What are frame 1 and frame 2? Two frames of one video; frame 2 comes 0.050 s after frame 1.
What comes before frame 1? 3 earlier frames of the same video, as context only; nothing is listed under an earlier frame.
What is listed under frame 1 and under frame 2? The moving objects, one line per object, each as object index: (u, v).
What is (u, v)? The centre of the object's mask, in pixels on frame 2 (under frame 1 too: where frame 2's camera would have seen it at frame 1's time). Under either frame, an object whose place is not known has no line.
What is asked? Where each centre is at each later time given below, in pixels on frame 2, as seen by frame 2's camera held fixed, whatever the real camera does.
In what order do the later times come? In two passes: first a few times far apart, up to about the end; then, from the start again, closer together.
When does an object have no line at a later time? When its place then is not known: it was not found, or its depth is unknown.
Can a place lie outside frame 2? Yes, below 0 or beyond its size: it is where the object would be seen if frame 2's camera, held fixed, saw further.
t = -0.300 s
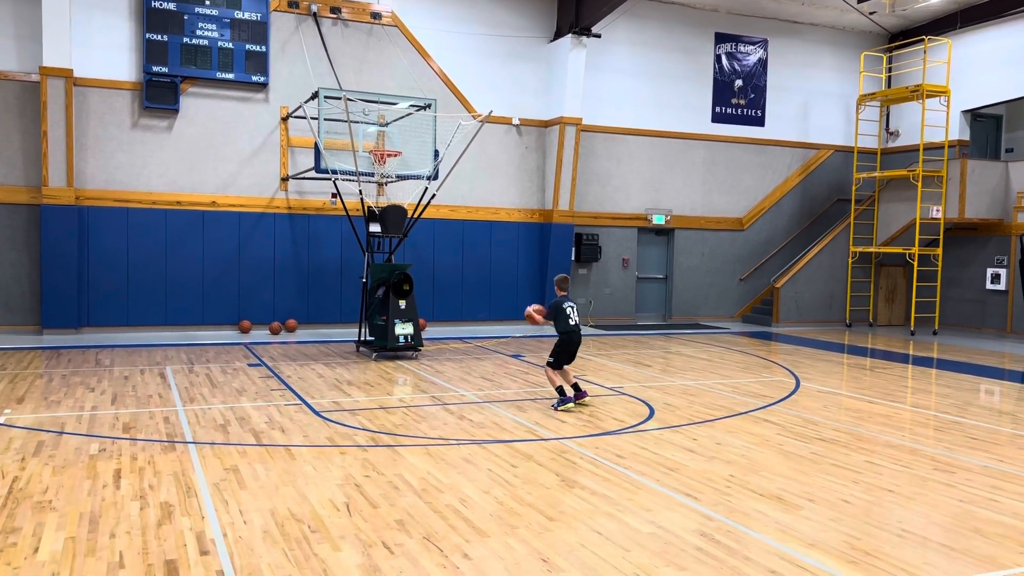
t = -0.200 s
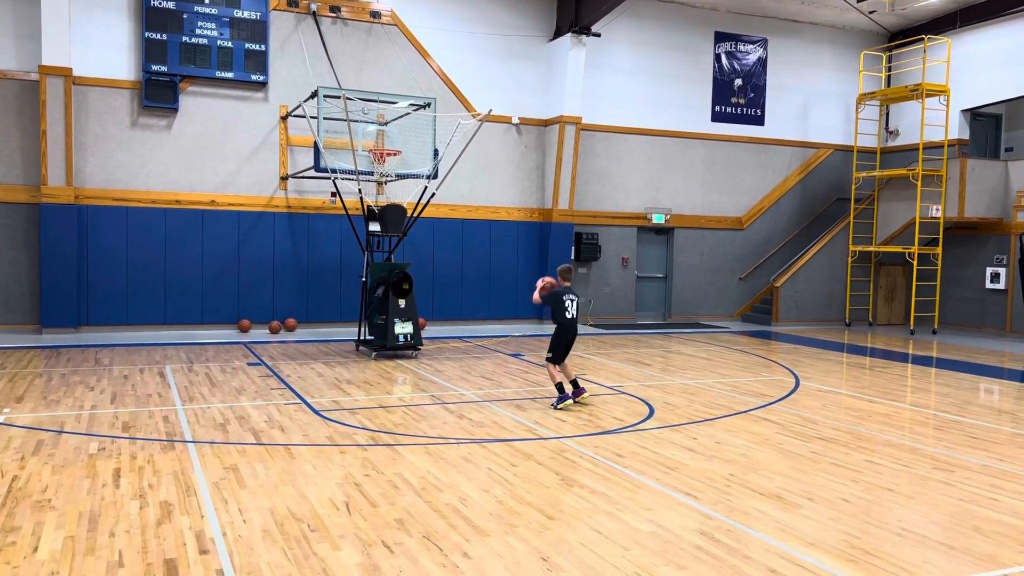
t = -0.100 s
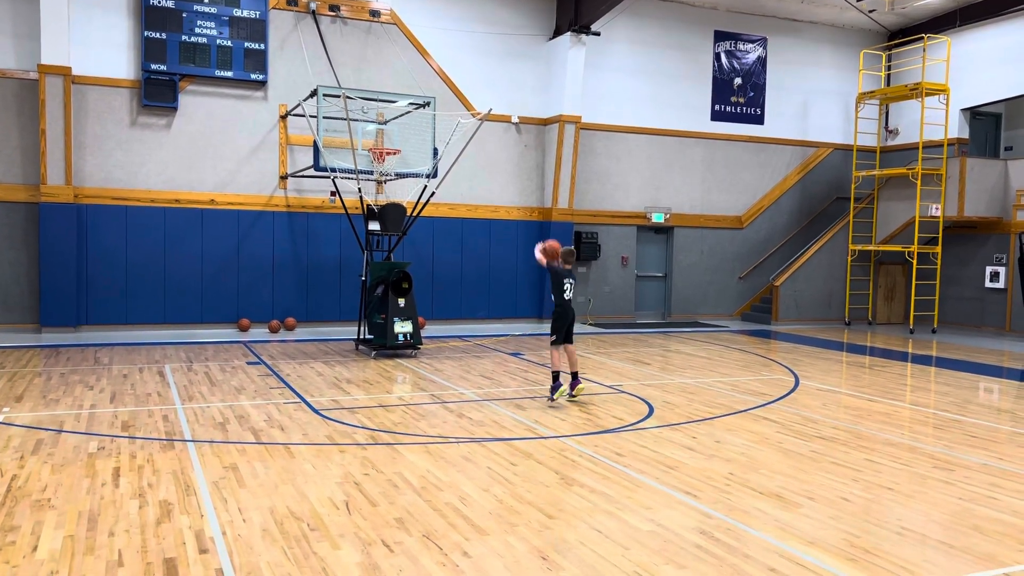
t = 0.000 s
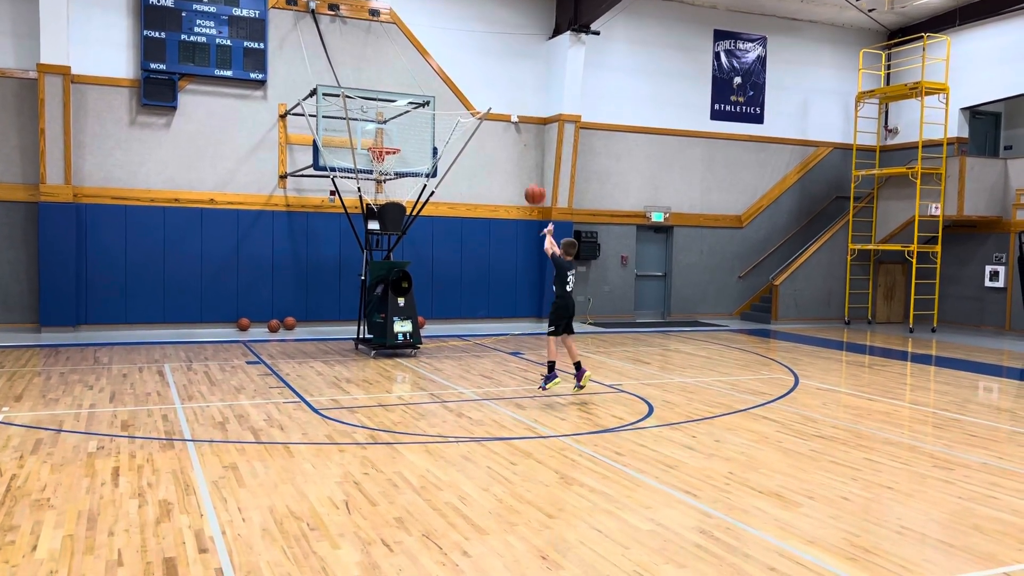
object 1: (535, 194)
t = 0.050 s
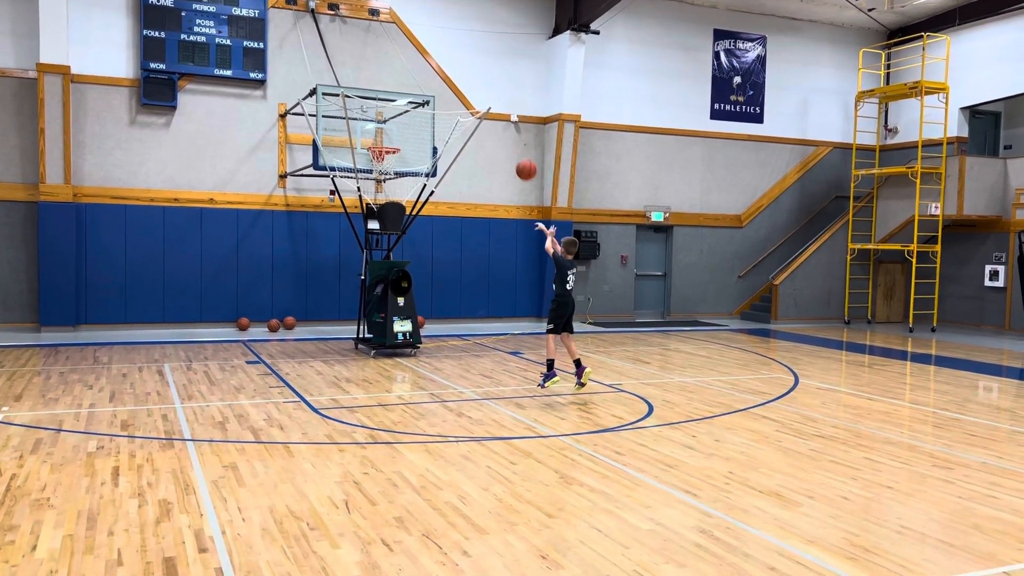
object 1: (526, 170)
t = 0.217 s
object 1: (498, 108)
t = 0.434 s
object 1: (465, 68)
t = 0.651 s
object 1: (435, 67)
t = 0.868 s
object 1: (409, 98)
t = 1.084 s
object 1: (388, 137)
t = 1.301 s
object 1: (379, 136)
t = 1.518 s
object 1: (380, 143)
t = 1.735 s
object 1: (384, 162)
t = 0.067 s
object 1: (523, 162)
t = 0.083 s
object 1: (520, 155)
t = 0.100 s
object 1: (518, 148)
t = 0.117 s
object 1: (515, 142)
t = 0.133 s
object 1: (512, 135)
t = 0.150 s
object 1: (509, 130)
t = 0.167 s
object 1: (507, 124)
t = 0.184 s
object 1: (504, 118)
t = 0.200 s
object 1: (501, 113)
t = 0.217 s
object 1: (498, 108)
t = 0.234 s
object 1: (496, 103)
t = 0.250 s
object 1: (493, 99)
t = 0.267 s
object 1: (491, 95)
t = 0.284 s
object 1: (488, 91)
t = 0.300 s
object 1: (485, 87)
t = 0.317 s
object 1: (483, 84)
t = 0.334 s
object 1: (480, 81)
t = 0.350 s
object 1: (478, 78)
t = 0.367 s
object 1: (475, 76)
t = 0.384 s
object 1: (473, 73)
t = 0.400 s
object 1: (470, 71)
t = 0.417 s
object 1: (468, 70)
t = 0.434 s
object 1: (465, 68)
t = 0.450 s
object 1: (463, 66)
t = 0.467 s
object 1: (461, 65)
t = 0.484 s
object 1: (458, 64)
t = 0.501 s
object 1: (456, 64)
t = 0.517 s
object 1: (453, 63)
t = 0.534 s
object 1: (451, 63)
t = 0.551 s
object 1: (449, 63)
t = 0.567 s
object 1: (446, 63)
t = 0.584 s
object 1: (444, 63)
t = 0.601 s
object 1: (442, 64)
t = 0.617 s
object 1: (439, 65)
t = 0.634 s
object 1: (437, 65)
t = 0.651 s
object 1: (435, 67)
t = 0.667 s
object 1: (433, 68)
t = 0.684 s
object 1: (431, 70)
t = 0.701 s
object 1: (429, 71)
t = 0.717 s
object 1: (427, 73)
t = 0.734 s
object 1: (424, 75)
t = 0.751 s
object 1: (422, 78)
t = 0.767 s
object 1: (420, 80)
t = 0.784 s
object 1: (418, 83)
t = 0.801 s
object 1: (417, 85)
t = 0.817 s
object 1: (415, 88)
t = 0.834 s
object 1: (413, 91)
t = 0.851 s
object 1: (411, 95)
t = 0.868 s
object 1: (409, 98)
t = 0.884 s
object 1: (407, 101)
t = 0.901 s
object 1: (405, 106)
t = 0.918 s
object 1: (403, 110)
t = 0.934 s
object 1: (401, 114)
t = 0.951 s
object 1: (399, 119)
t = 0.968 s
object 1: (397, 123)
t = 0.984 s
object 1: (395, 128)
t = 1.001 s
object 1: (393, 132)
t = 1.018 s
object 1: (392, 137)
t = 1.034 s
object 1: (390, 141)
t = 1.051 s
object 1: (389, 139)
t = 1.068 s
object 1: (389, 138)
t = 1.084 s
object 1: (388, 137)
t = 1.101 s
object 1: (387, 135)
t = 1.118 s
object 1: (386, 134)
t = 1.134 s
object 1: (386, 134)
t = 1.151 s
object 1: (385, 133)
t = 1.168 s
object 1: (384, 133)
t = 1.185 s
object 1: (384, 133)
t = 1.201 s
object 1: (383, 132)
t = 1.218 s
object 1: (382, 133)
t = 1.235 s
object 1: (382, 133)
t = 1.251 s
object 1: (381, 133)
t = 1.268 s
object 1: (380, 134)
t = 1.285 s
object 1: (379, 135)
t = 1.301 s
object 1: (379, 136)
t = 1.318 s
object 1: (378, 137)
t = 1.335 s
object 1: (378, 137)
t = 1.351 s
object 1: (378, 138)
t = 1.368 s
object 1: (378, 138)
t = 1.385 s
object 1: (378, 138)
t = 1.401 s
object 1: (379, 138)
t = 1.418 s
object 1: (379, 139)
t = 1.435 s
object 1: (379, 139)
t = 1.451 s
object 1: (379, 140)
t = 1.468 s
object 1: (380, 141)
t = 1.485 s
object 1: (380, 142)
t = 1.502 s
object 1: (380, 142)
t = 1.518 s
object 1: (380, 143)
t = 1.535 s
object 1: (381, 145)
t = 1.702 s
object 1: (385, 163)
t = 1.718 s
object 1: (385, 163)
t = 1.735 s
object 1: (384, 162)
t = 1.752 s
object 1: (386, 166)
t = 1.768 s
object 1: (386, 167)
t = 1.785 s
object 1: (386, 168)
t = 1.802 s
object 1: (386, 168)
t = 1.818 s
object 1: (386, 169)
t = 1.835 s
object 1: (387, 171)
